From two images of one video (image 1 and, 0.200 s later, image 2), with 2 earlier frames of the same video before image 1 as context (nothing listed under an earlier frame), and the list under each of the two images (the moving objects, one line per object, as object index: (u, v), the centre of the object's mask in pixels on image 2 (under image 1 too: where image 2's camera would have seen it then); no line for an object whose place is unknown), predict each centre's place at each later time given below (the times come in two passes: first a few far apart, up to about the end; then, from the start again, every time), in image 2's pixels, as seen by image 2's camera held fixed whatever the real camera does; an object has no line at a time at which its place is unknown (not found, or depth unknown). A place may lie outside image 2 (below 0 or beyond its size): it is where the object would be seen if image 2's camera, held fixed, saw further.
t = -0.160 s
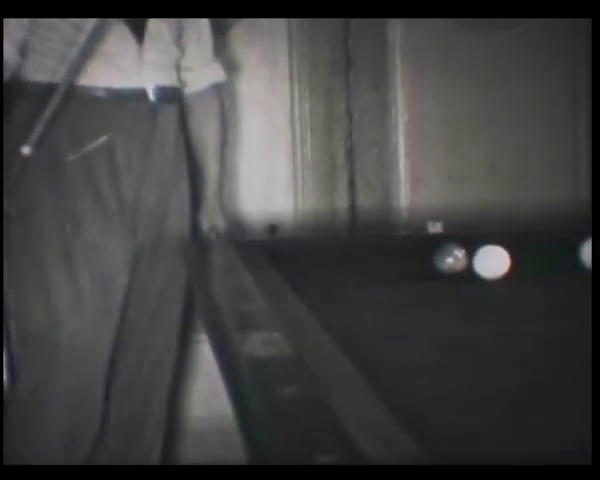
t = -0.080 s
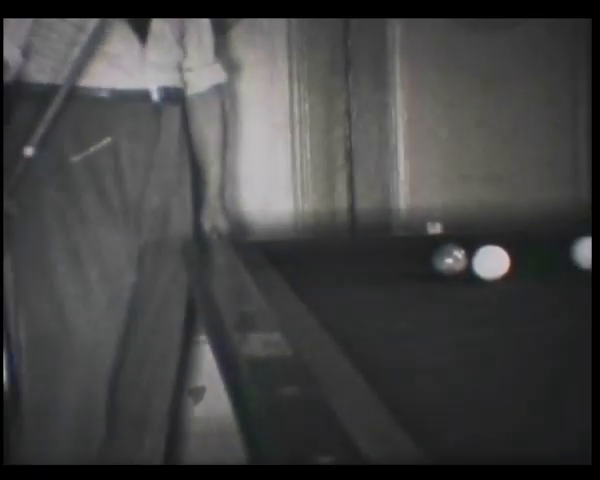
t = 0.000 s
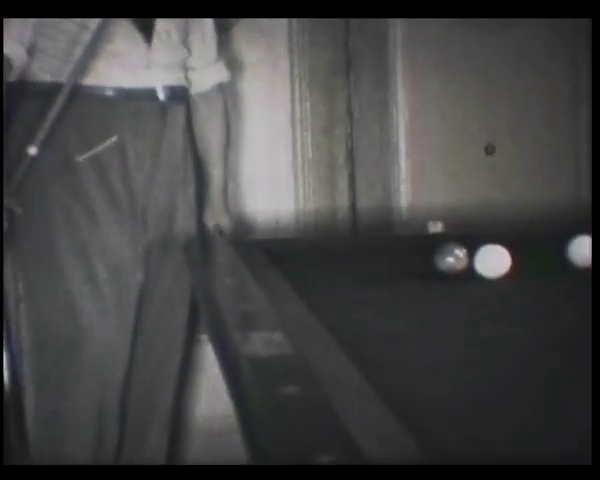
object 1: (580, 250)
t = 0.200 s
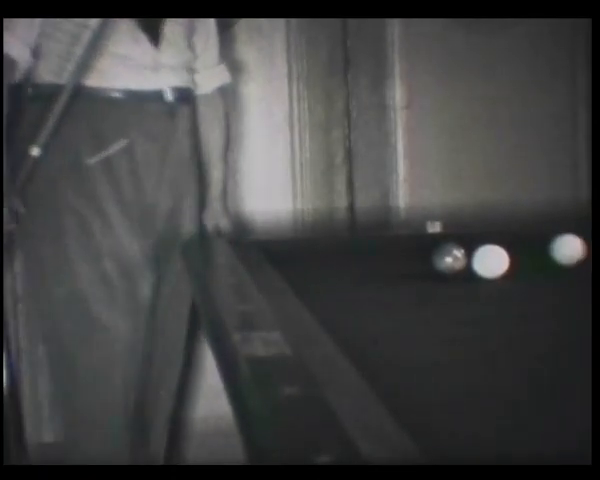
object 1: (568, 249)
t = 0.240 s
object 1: (566, 249)
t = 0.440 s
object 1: (552, 248)
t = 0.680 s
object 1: (537, 245)
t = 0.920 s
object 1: (523, 245)
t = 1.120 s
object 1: (512, 240)
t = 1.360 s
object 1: (503, 237)
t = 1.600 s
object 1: (497, 239)
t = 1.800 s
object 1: (496, 240)
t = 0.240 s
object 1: (566, 249)
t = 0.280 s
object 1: (562, 250)
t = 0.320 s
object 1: (561, 250)
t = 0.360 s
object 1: (559, 249)
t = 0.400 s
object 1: (555, 249)
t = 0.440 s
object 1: (552, 248)
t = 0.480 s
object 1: (550, 248)
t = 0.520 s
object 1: (546, 247)
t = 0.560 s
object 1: (544, 248)
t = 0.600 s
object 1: (542, 247)
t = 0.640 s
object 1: (541, 246)
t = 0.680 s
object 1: (537, 245)
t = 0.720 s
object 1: (535, 247)
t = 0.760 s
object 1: (532, 247)
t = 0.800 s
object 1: (529, 246)
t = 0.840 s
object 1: (526, 246)
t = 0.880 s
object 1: (525, 245)
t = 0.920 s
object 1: (523, 245)
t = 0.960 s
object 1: (521, 245)
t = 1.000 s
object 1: (519, 244)
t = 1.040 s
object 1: (517, 243)
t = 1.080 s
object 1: (516, 241)
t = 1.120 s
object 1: (512, 240)
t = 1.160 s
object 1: (511, 240)
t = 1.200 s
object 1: (507, 241)
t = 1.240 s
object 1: (504, 239)
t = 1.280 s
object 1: (504, 238)
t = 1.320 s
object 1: (504, 237)
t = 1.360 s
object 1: (503, 237)
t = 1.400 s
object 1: (501, 239)
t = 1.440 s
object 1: (500, 239)
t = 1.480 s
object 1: (500, 238)
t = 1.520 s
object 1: (499, 238)
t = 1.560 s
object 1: (498, 239)
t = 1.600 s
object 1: (497, 239)
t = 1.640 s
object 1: (497, 238)
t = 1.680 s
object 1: (496, 239)
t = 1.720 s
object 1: (496, 240)
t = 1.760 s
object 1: (496, 241)
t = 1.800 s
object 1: (496, 240)
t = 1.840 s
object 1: (495, 239)
